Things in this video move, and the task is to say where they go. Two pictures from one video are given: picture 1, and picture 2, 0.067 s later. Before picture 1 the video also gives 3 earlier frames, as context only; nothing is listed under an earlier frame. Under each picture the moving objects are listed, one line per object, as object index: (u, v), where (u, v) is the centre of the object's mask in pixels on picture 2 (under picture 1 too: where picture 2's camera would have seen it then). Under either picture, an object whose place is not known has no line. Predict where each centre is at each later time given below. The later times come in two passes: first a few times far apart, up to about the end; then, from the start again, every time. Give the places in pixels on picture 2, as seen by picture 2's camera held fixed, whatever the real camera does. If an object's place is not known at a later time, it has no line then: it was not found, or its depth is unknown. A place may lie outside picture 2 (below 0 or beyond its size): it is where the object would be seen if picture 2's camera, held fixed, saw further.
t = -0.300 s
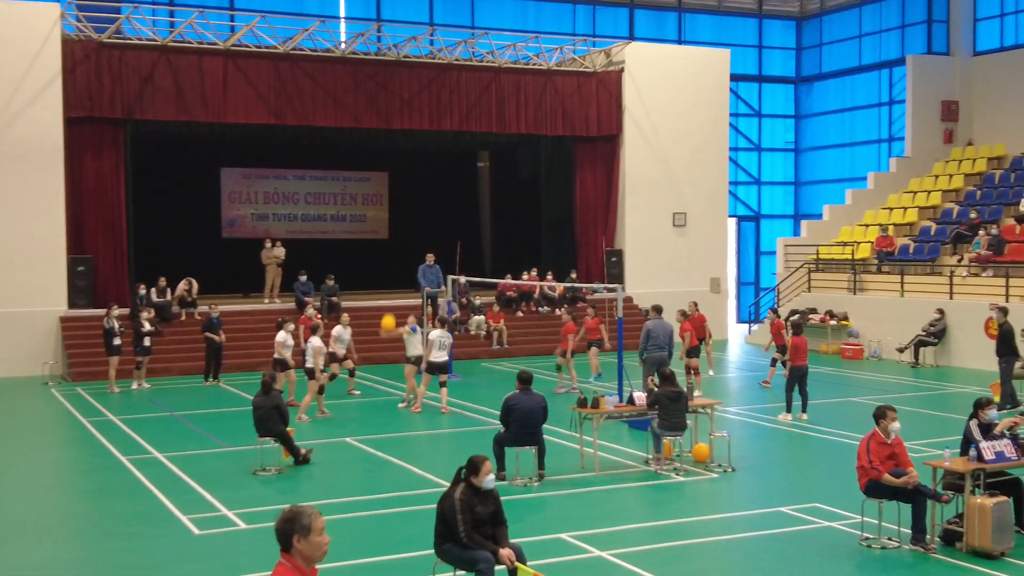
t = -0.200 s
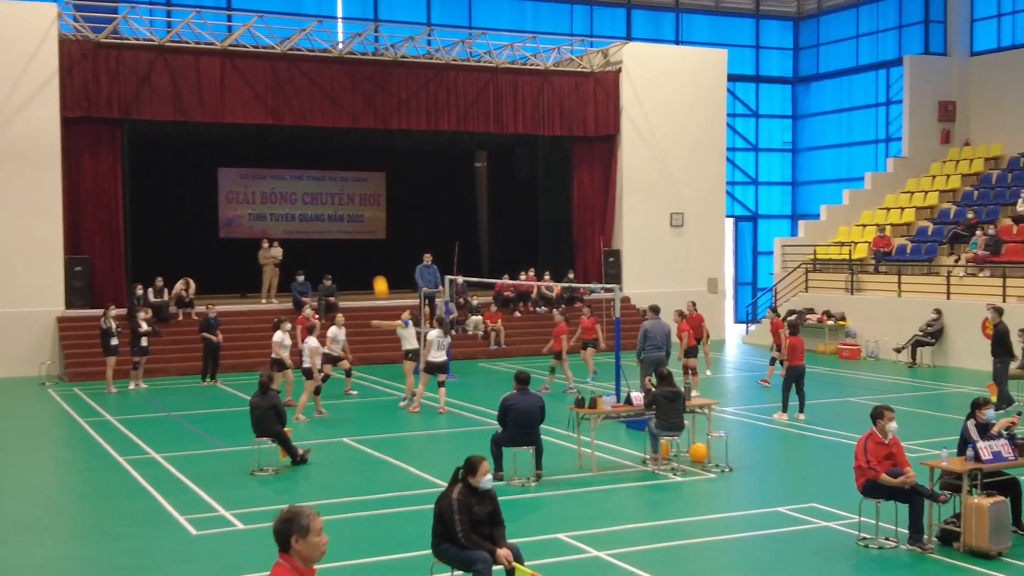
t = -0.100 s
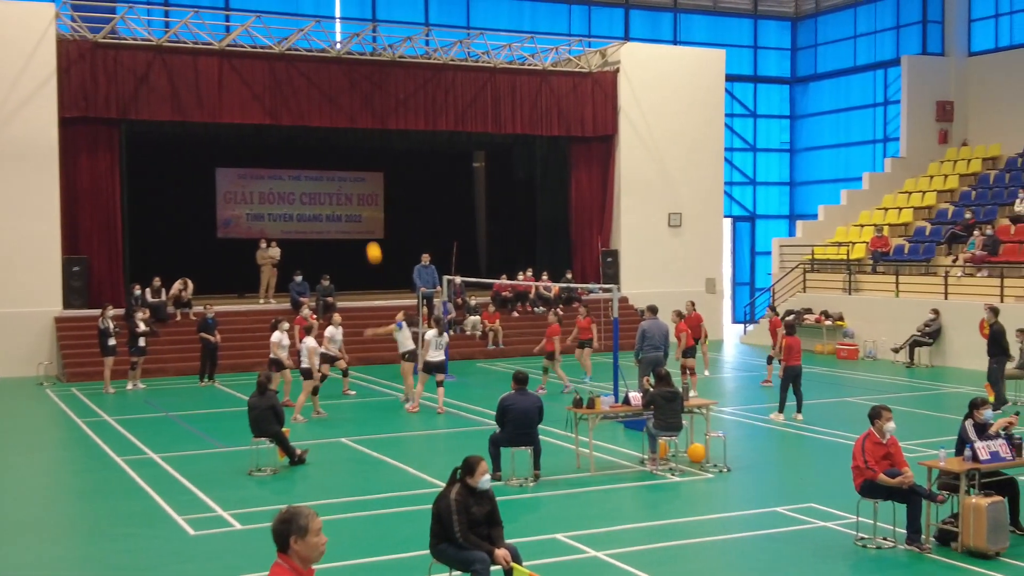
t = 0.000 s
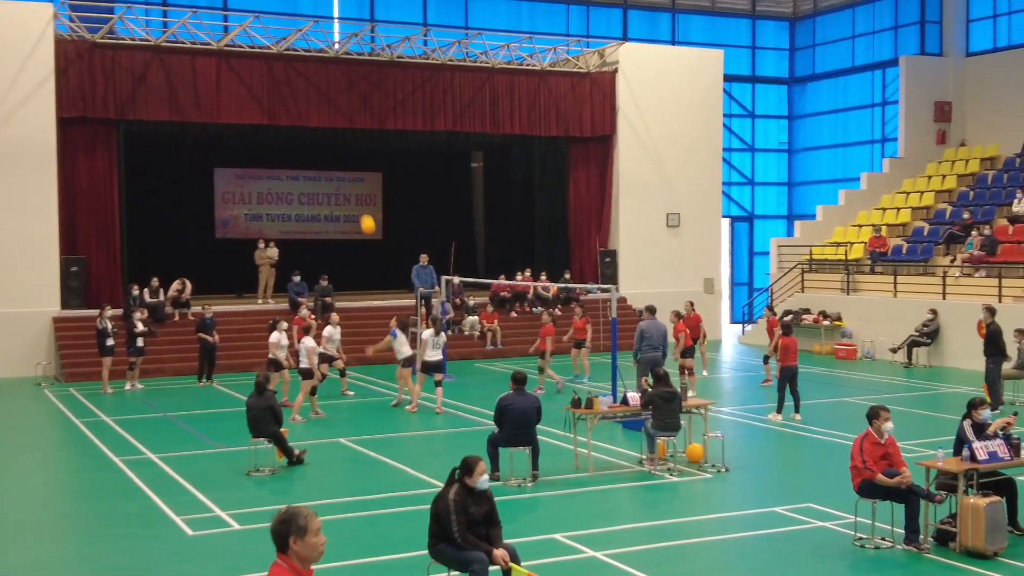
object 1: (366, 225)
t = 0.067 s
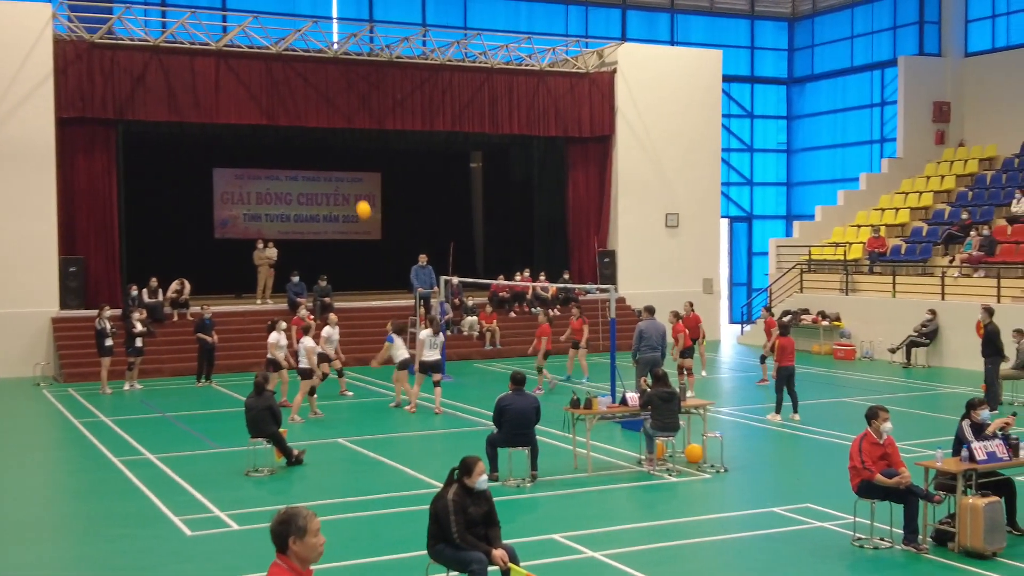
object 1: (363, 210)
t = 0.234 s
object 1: (355, 184)
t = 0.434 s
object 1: (346, 174)
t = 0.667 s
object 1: (337, 190)
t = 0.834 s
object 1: (331, 217)
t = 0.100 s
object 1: (362, 203)
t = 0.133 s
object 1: (360, 197)
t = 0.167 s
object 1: (359, 192)
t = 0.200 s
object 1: (357, 187)
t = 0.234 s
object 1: (355, 184)
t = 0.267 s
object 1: (354, 181)
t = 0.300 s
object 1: (352, 178)
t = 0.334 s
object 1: (351, 176)
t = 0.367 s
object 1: (349, 175)
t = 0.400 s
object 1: (348, 174)
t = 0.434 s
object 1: (346, 174)
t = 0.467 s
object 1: (345, 175)
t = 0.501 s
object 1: (344, 176)
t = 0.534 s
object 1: (342, 177)
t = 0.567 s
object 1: (341, 179)
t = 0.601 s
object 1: (340, 182)
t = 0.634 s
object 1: (339, 186)
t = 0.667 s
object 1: (337, 190)
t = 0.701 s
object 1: (336, 194)
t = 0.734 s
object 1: (335, 199)
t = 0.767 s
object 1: (334, 204)
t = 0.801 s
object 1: (333, 211)
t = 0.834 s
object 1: (331, 217)
